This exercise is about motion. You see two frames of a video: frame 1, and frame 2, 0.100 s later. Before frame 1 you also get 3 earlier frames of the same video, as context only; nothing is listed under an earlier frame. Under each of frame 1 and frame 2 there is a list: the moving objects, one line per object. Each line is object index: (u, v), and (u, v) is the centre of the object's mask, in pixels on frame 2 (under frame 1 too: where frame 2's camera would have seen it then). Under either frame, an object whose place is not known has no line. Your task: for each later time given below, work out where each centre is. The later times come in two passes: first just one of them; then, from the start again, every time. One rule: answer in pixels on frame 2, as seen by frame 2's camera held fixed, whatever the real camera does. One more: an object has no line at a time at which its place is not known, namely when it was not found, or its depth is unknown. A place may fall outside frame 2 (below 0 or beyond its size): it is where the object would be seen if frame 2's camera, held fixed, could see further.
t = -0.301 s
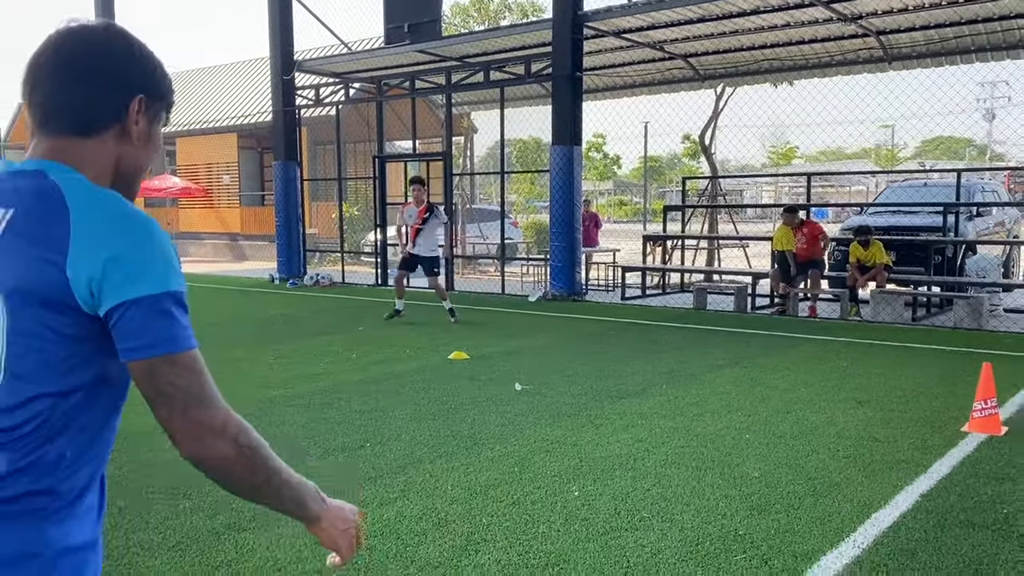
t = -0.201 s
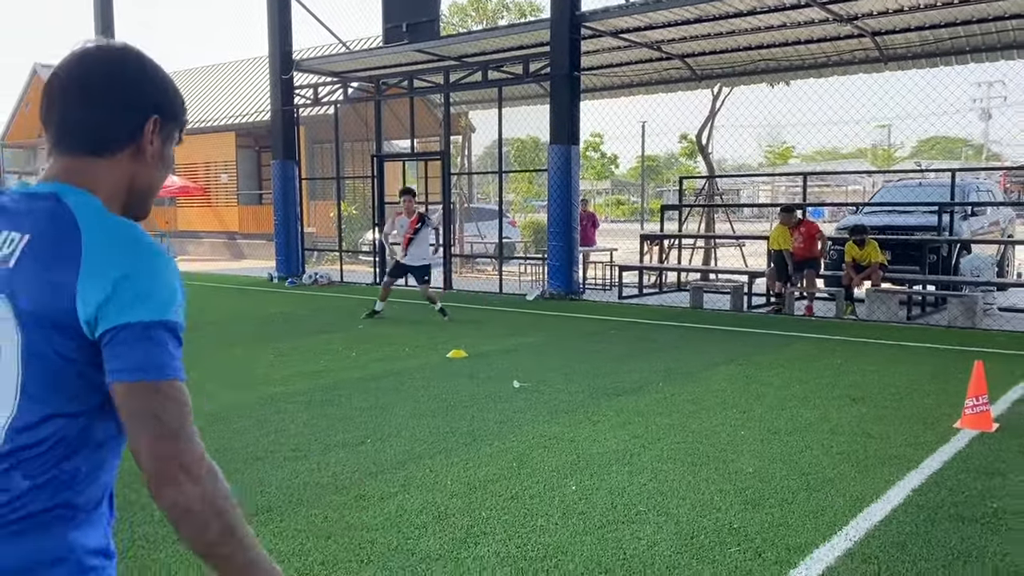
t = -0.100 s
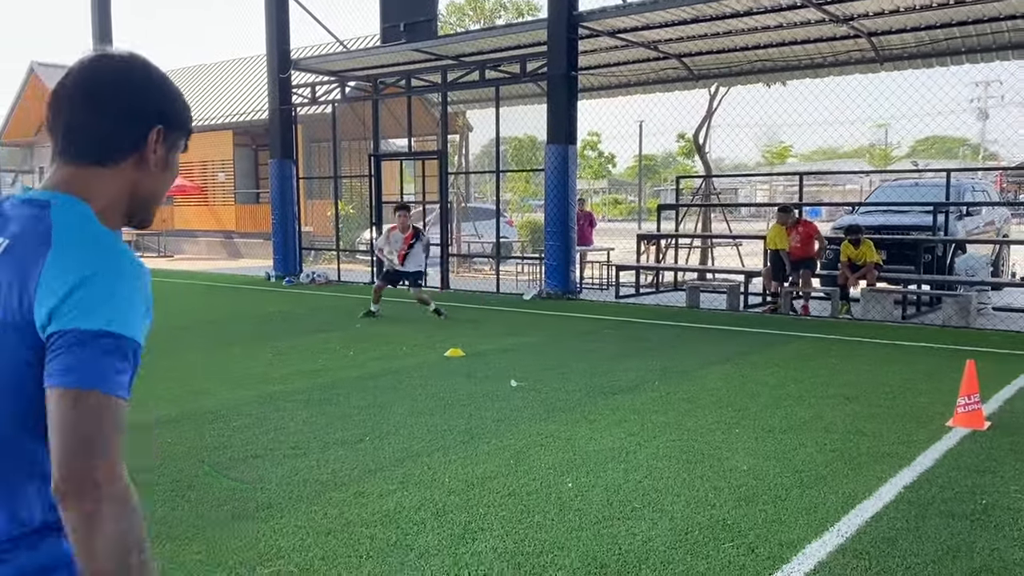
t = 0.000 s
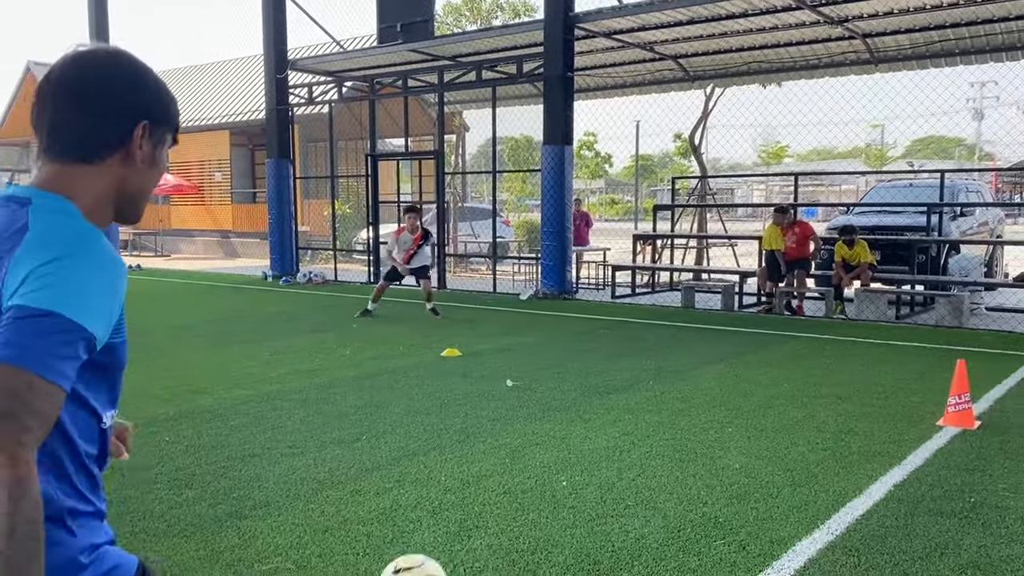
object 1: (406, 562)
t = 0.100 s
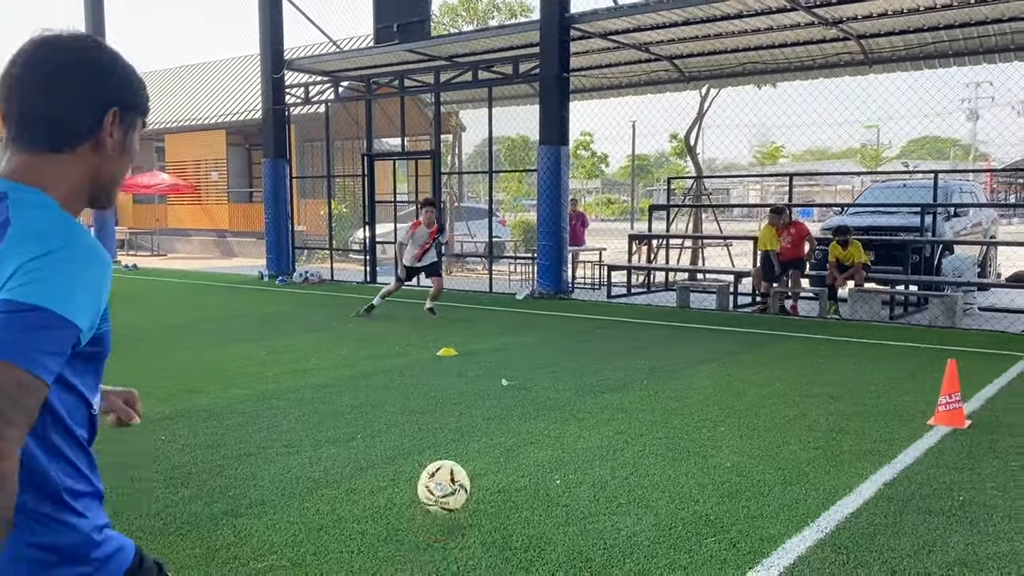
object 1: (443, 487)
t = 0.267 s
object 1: (467, 405)
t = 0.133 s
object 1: (451, 469)
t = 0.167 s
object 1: (456, 449)
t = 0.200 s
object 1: (461, 430)
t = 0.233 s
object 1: (464, 416)
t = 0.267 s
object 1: (467, 405)
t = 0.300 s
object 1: (470, 397)
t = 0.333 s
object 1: (473, 390)
